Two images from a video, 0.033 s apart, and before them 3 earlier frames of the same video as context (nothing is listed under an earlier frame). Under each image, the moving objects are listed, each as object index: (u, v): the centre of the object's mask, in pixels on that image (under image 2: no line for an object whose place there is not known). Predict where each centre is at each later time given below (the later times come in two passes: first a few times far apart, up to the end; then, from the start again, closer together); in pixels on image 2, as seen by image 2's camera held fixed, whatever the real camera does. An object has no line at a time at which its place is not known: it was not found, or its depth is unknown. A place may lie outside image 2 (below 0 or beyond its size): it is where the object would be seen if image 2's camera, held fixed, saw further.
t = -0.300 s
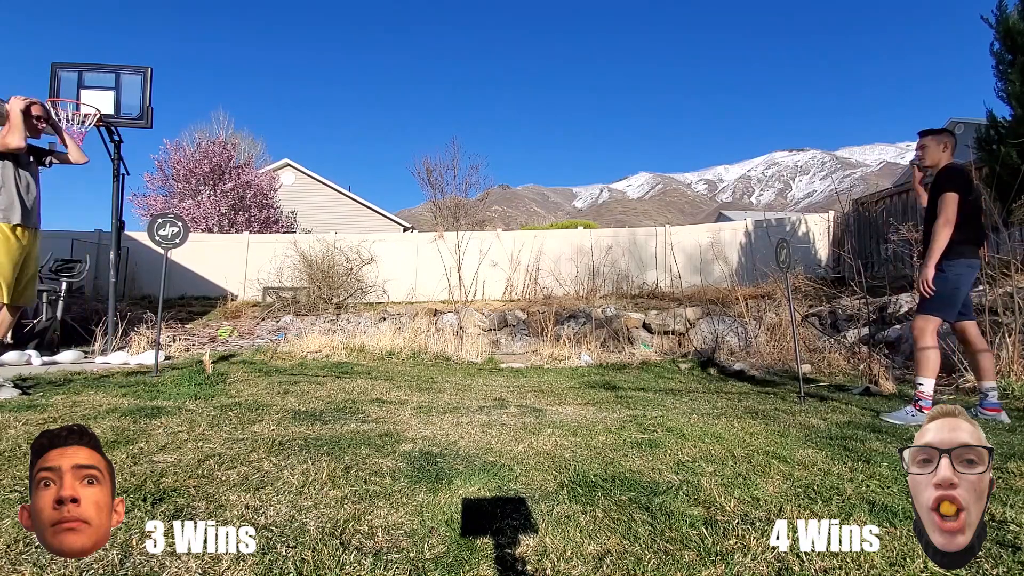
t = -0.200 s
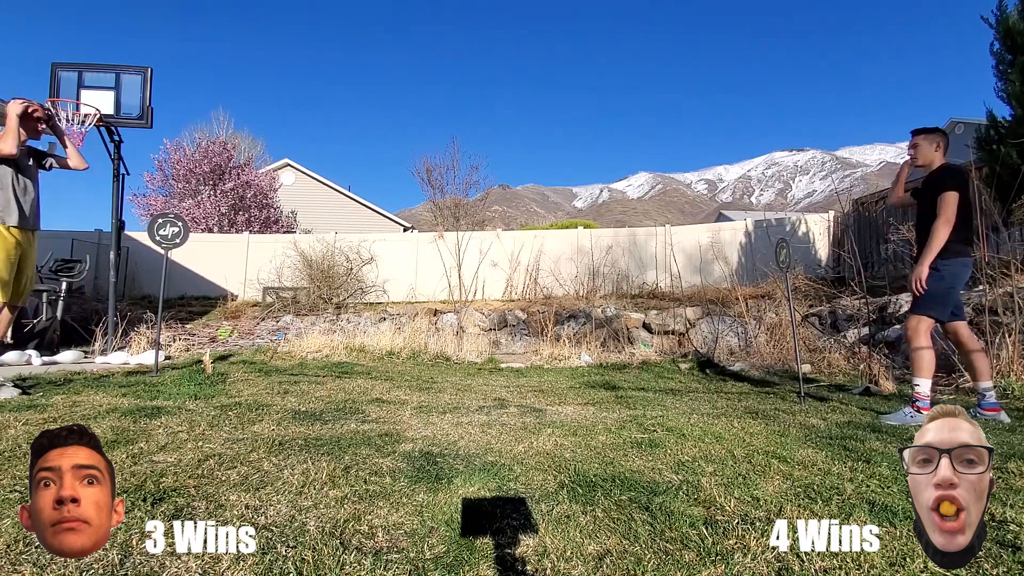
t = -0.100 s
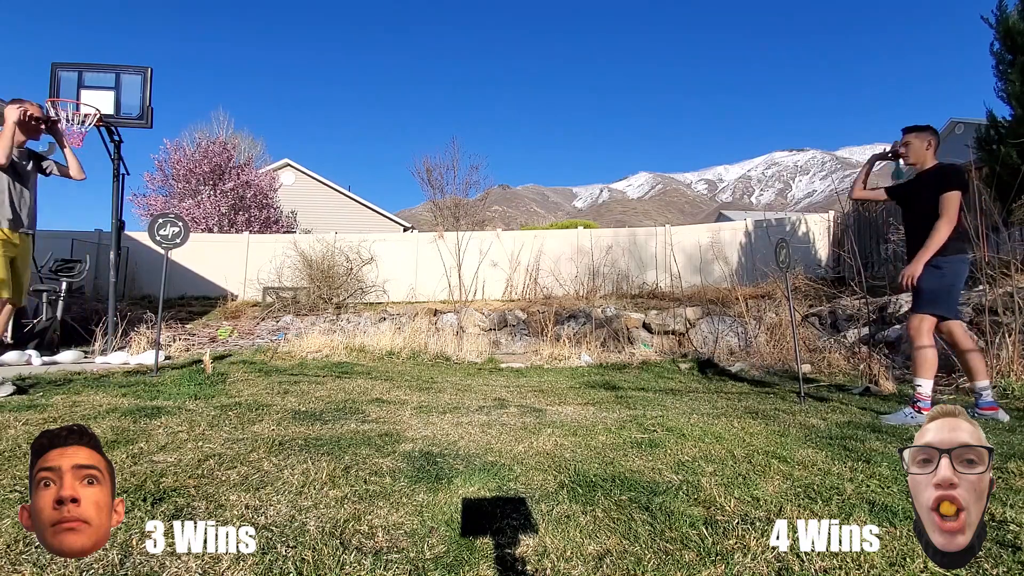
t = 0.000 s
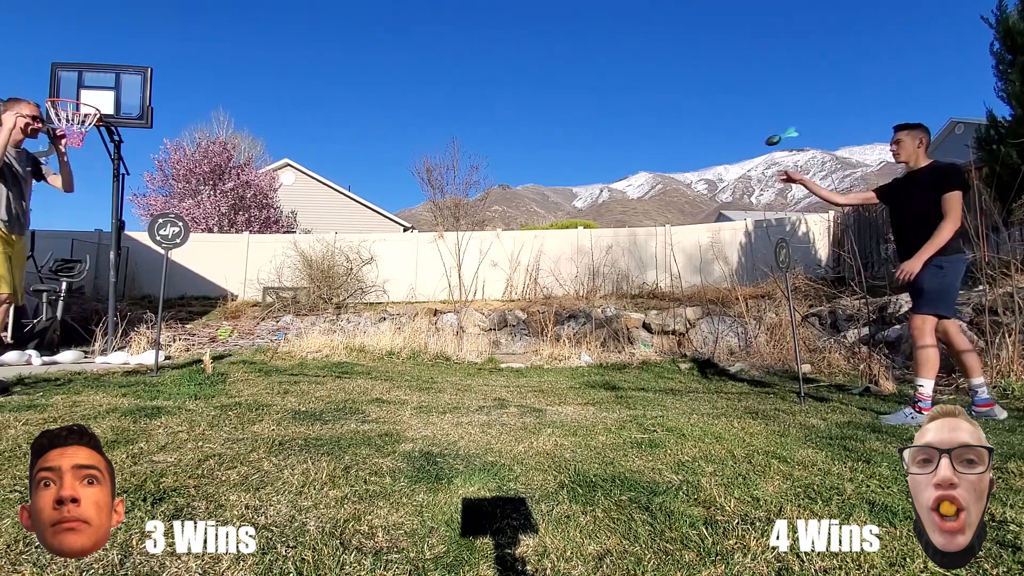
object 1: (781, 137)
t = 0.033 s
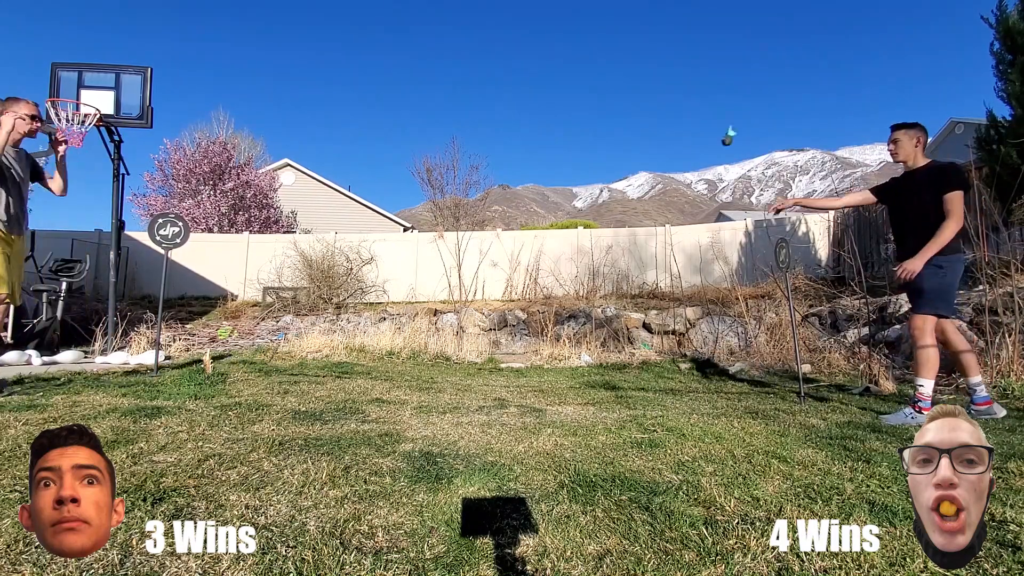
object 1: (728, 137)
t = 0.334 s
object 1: (364, 207)
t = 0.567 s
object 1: (120, 346)
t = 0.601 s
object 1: (88, 364)
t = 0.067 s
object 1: (681, 141)
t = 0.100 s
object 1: (638, 146)
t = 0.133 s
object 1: (598, 154)
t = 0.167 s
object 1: (561, 161)
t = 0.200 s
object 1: (523, 168)
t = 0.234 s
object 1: (484, 175)
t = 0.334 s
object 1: (364, 207)
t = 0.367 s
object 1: (325, 224)
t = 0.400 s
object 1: (289, 243)
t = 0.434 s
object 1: (252, 264)
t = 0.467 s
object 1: (217, 286)
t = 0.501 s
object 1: (180, 307)
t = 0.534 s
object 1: (150, 328)
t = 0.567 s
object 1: (120, 346)
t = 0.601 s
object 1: (88, 364)
